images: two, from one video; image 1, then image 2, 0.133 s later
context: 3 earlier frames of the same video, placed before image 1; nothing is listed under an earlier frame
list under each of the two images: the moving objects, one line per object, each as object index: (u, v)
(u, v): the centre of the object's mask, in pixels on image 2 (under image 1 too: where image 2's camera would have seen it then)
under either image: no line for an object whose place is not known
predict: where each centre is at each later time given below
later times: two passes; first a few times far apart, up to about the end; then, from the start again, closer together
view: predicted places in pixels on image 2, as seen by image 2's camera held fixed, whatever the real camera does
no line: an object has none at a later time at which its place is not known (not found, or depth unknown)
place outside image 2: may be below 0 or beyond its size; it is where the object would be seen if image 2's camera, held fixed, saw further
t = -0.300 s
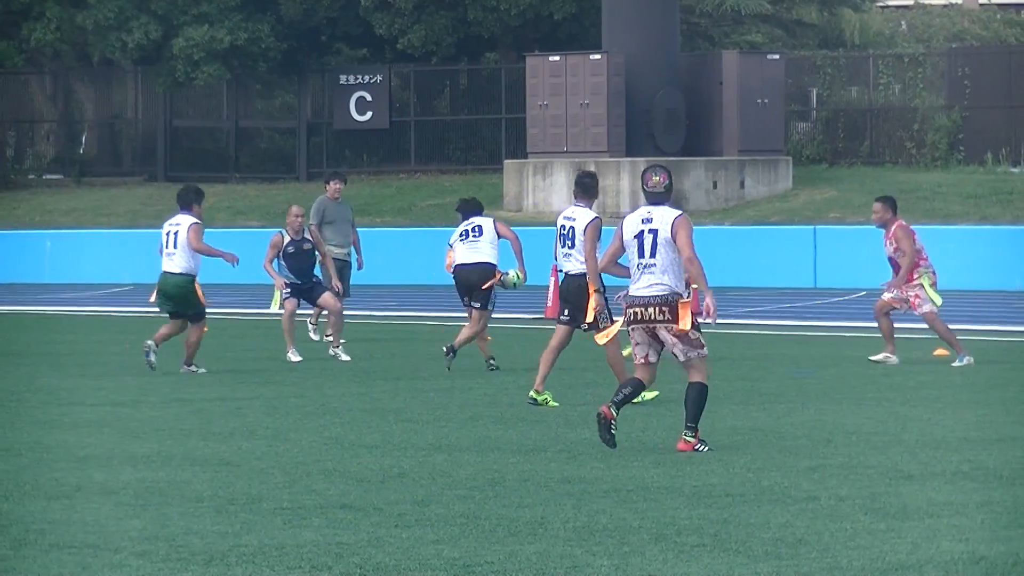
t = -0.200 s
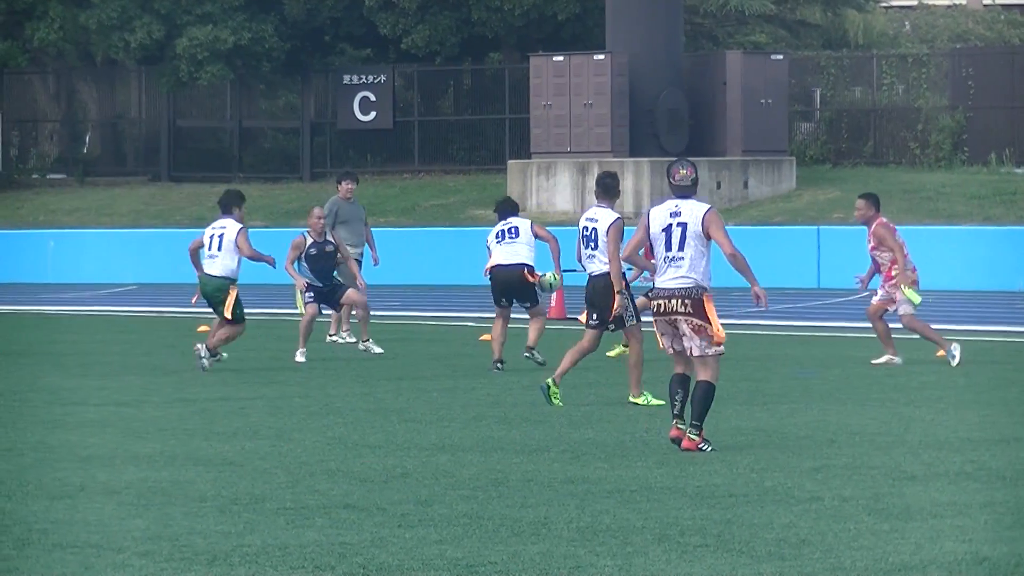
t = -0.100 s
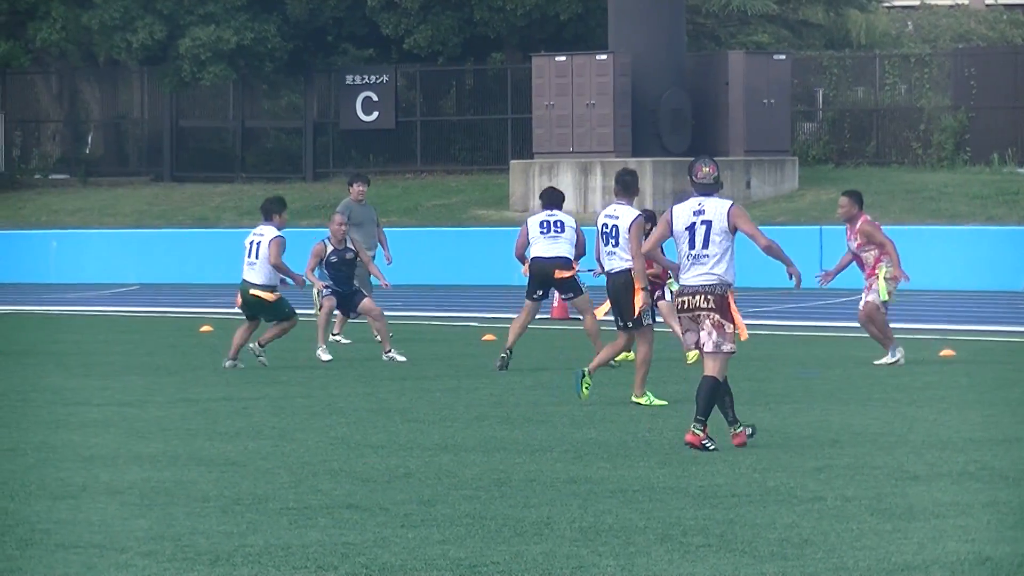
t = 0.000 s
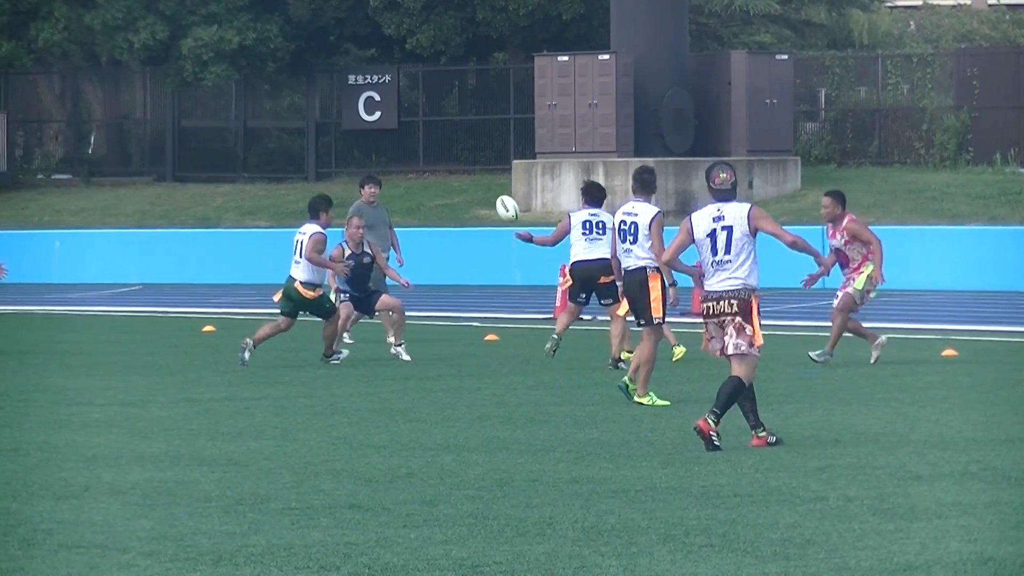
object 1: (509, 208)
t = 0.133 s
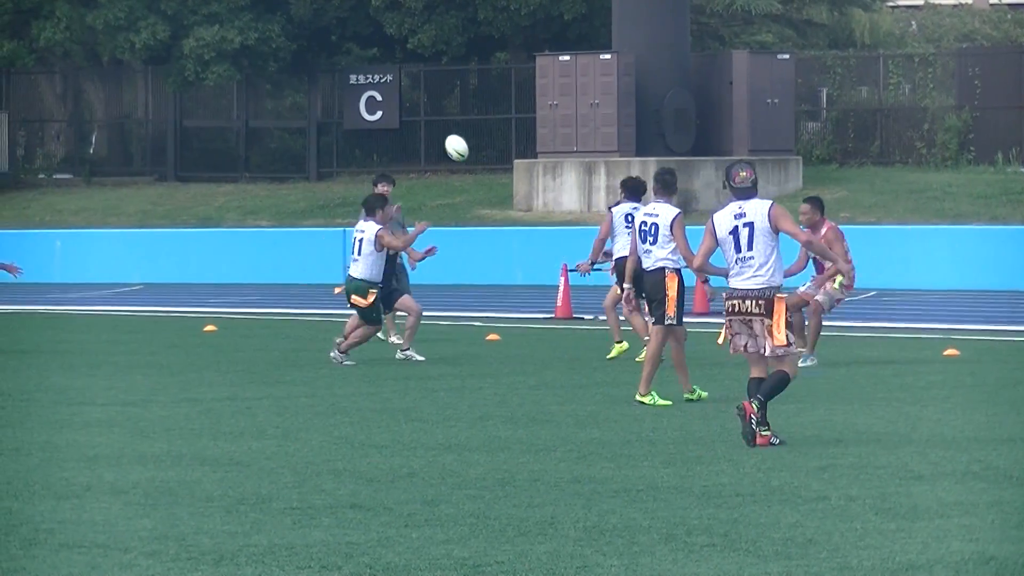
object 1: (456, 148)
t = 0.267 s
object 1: (406, 107)
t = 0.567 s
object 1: (298, 84)
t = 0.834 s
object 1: (214, 137)
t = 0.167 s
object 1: (444, 136)
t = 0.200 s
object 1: (431, 124)
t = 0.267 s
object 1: (406, 107)
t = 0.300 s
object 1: (393, 100)
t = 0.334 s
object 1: (381, 94)
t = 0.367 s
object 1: (369, 89)
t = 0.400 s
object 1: (357, 85)
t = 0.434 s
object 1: (345, 82)
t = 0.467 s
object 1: (333, 82)
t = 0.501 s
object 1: (321, 82)
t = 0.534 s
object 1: (310, 82)
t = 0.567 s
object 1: (298, 84)
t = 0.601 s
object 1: (287, 87)
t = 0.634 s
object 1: (276, 91)
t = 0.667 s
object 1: (265, 97)
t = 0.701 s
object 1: (255, 103)
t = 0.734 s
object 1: (245, 110)
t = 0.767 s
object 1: (234, 118)
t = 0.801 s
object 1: (225, 126)
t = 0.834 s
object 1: (214, 137)
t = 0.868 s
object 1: (204, 148)
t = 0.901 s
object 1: (192, 160)
